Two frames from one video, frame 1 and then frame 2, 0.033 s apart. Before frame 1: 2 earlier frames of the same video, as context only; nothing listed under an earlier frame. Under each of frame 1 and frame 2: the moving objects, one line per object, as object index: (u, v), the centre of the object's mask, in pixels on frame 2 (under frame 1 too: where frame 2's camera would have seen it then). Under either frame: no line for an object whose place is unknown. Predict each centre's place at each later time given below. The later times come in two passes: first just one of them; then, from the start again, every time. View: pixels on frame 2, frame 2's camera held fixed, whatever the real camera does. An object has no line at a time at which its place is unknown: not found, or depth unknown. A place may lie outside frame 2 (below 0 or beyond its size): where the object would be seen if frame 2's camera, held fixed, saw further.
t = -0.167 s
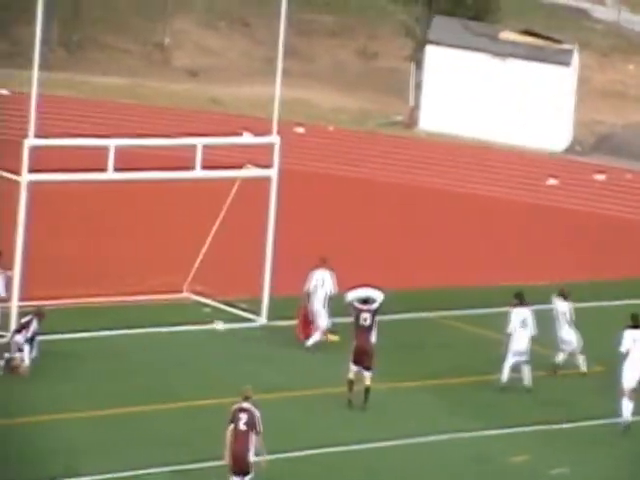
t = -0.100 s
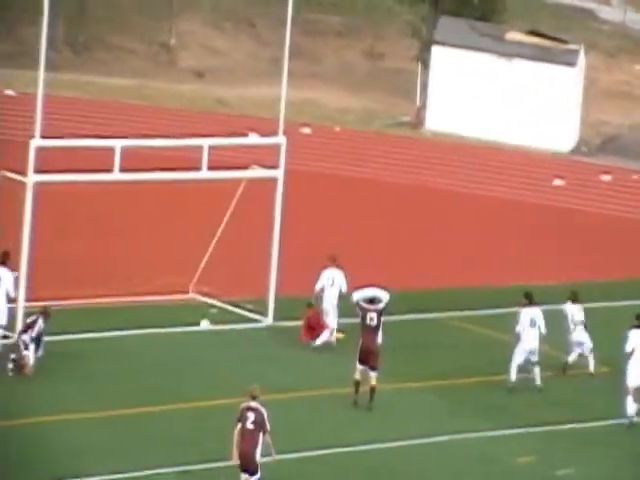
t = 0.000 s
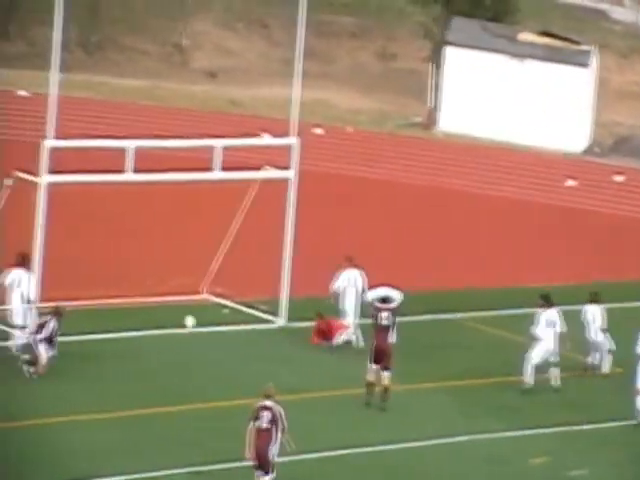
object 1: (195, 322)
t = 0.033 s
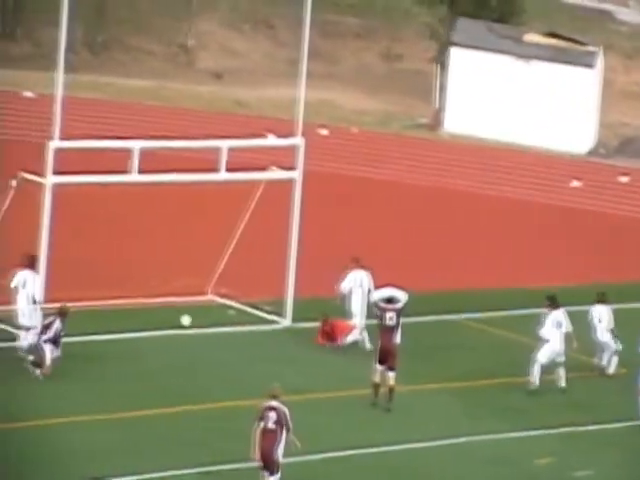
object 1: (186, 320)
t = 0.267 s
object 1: (118, 312)
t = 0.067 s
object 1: (176, 319)
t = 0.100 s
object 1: (167, 317)
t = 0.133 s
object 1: (159, 316)
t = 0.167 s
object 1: (150, 315)
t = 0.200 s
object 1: (141, 315)
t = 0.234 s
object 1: (132, 314)
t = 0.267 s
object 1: (118, 312)
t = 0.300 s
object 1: (105, 309)
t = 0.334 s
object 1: (93, 307)
